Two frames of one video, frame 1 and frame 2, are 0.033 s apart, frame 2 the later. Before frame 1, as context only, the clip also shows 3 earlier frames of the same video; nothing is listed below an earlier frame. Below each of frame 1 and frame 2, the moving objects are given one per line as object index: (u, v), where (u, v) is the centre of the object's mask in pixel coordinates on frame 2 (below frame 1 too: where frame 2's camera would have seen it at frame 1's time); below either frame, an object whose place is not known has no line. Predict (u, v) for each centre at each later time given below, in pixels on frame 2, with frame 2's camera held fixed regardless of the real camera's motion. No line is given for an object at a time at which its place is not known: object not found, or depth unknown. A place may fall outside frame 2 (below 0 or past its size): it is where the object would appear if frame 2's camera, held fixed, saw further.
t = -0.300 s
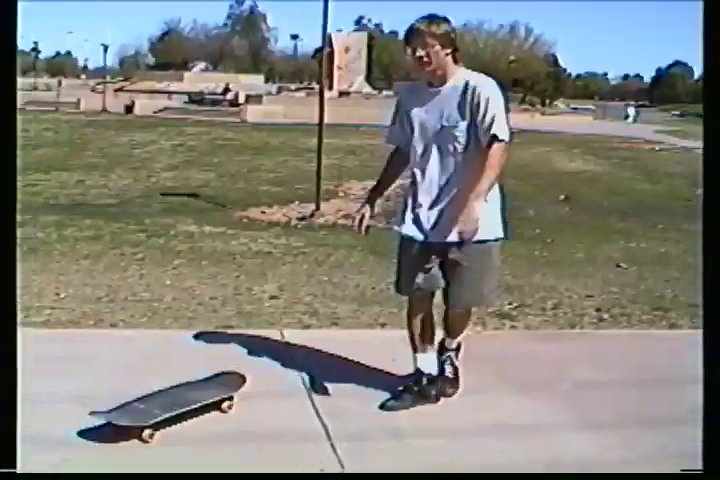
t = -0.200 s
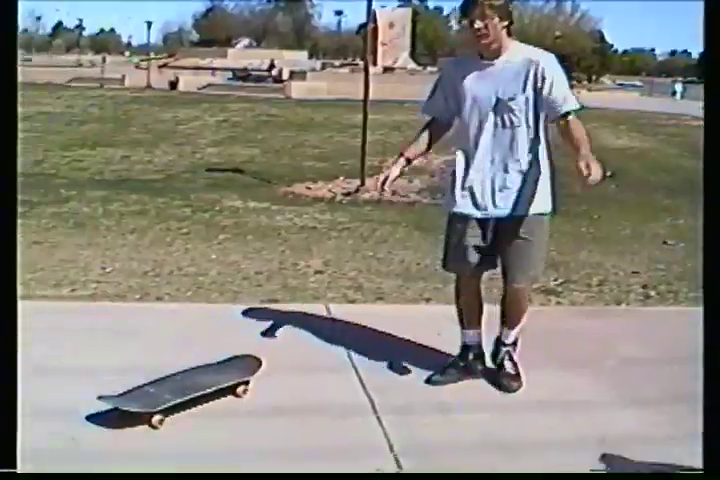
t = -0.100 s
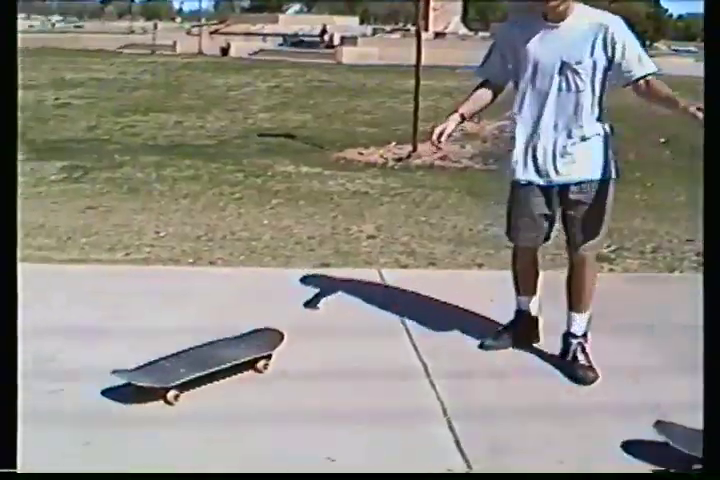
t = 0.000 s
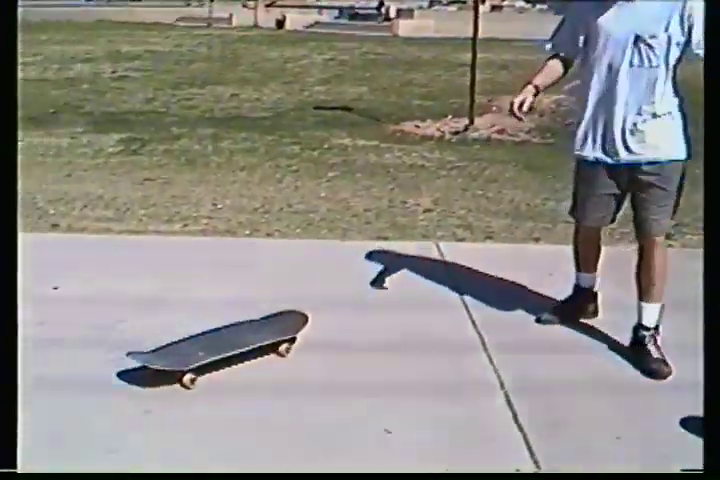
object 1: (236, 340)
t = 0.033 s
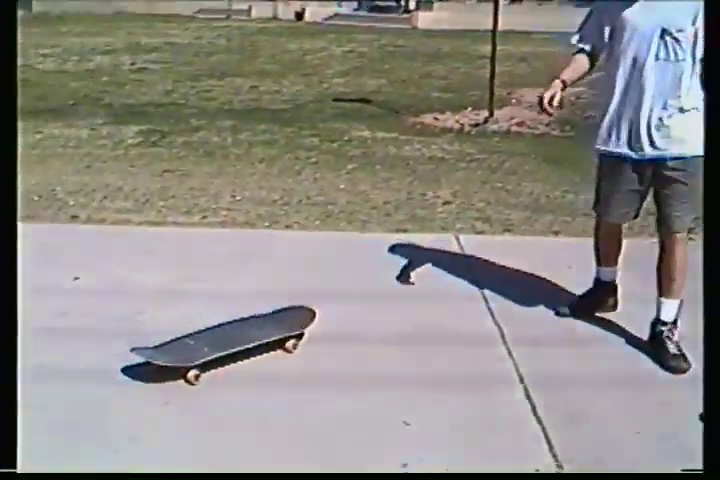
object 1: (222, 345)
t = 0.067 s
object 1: (207, 349)
